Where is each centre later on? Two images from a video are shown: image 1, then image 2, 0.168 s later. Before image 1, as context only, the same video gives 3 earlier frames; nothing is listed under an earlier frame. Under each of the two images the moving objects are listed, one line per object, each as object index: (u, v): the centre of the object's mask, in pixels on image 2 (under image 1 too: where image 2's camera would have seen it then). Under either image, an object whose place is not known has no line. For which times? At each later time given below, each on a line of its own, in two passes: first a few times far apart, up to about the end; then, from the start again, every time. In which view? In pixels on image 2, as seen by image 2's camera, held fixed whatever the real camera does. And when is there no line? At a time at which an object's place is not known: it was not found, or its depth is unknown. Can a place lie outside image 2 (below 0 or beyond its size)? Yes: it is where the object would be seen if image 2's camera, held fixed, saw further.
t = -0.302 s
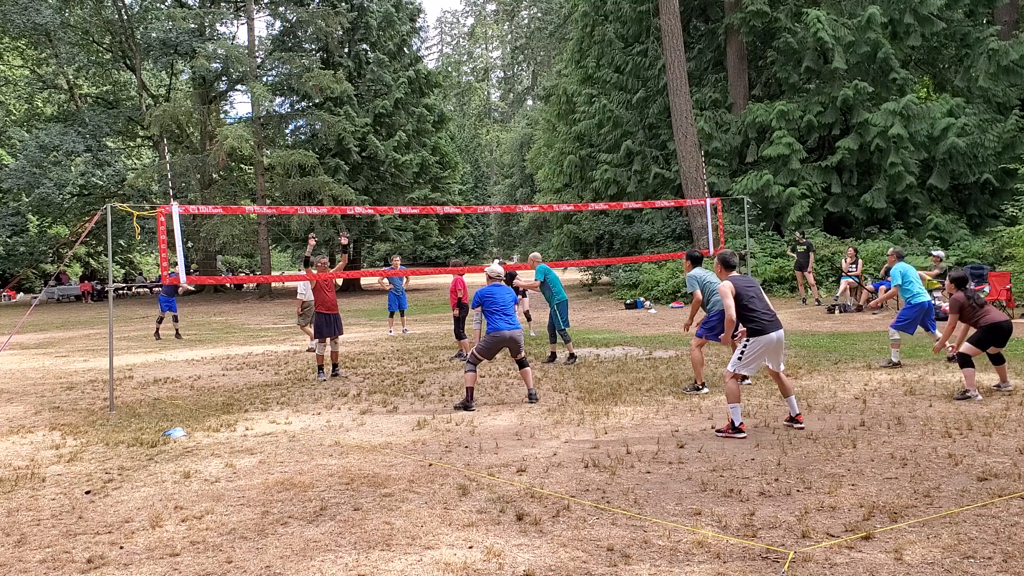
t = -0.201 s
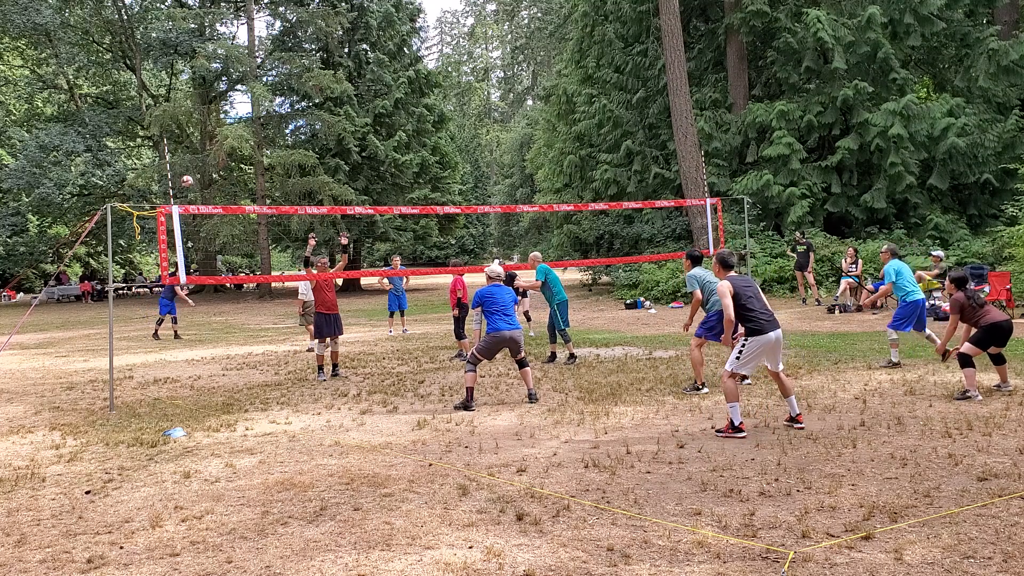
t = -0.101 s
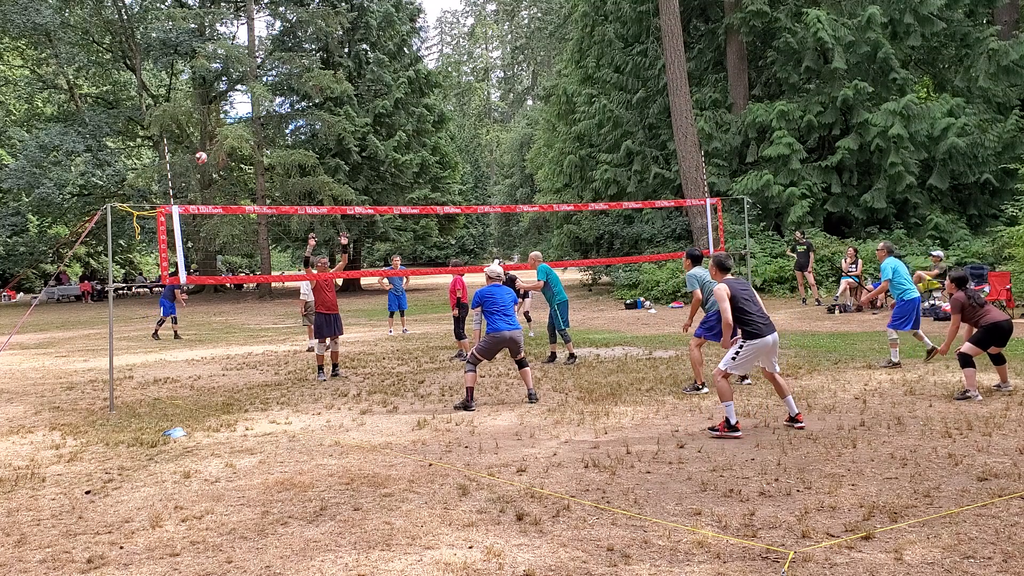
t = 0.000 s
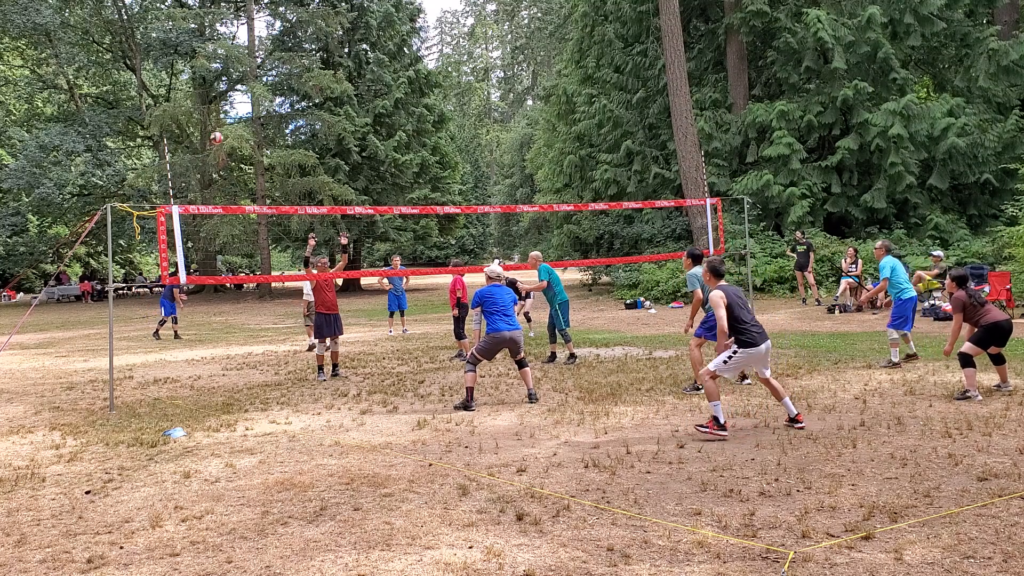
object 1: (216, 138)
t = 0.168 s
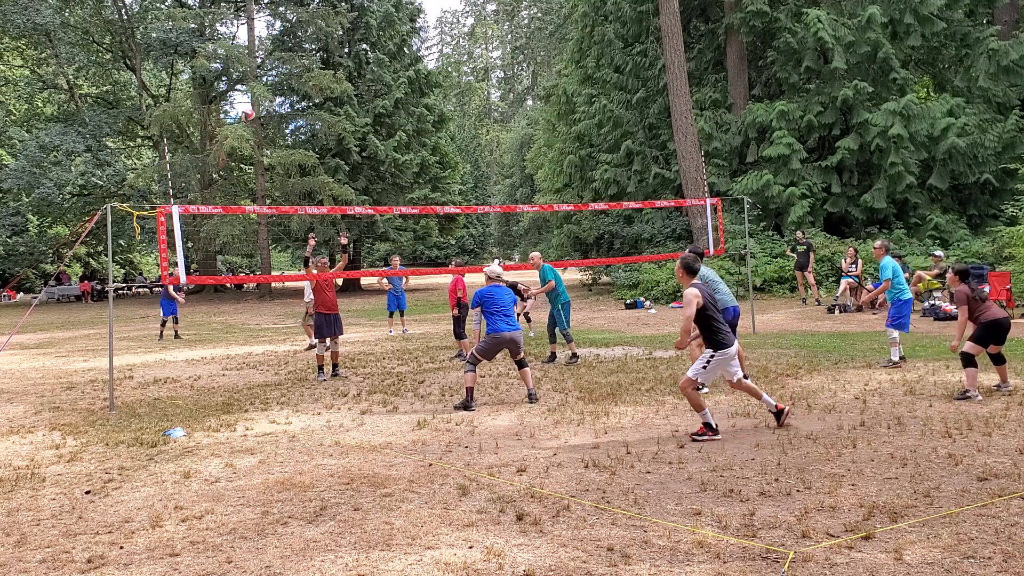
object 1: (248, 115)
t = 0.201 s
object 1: (255, 112)
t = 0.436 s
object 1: (320, 112)
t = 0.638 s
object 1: (404, 149)
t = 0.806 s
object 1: (504, 226)
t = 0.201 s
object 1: (255, 112)
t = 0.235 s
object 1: (262, 110)
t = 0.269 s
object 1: (270, 108)
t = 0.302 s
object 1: (279, 107)
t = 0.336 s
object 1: (289, 107)
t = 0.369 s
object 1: (299, 108)
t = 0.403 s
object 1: (310, 109)
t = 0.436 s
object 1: (320, 112)
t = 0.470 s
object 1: (333, 115)
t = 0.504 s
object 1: (346, 119)
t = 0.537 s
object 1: (359, 125)
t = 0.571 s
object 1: (373, 132)
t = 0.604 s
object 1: (388, 140)
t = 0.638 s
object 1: (404, 149)
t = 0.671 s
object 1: (421, 160)
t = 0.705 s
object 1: (440, 173)
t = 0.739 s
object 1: (459, 188)
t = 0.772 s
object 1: (480, 205)
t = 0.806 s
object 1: (504, 226)
